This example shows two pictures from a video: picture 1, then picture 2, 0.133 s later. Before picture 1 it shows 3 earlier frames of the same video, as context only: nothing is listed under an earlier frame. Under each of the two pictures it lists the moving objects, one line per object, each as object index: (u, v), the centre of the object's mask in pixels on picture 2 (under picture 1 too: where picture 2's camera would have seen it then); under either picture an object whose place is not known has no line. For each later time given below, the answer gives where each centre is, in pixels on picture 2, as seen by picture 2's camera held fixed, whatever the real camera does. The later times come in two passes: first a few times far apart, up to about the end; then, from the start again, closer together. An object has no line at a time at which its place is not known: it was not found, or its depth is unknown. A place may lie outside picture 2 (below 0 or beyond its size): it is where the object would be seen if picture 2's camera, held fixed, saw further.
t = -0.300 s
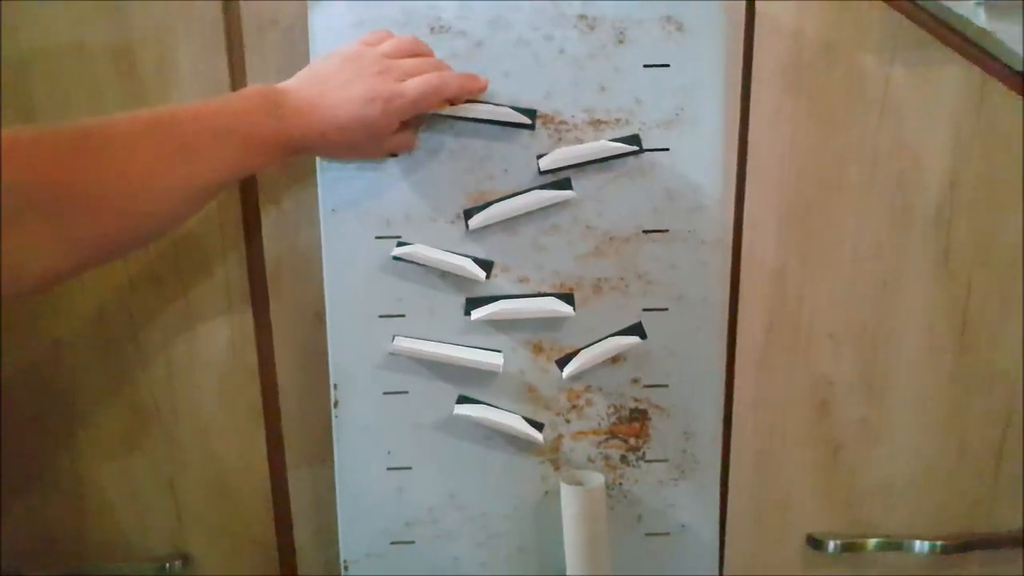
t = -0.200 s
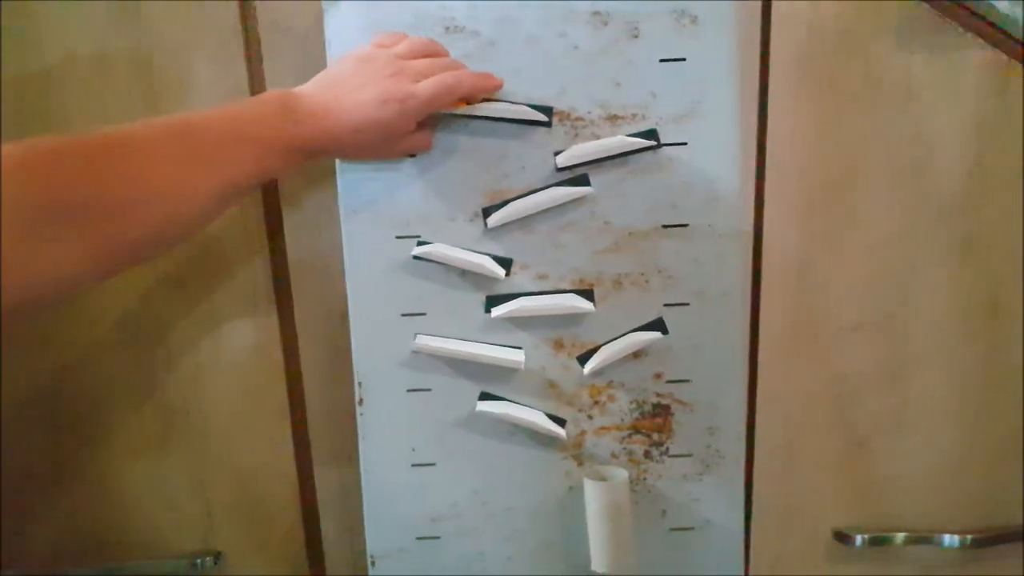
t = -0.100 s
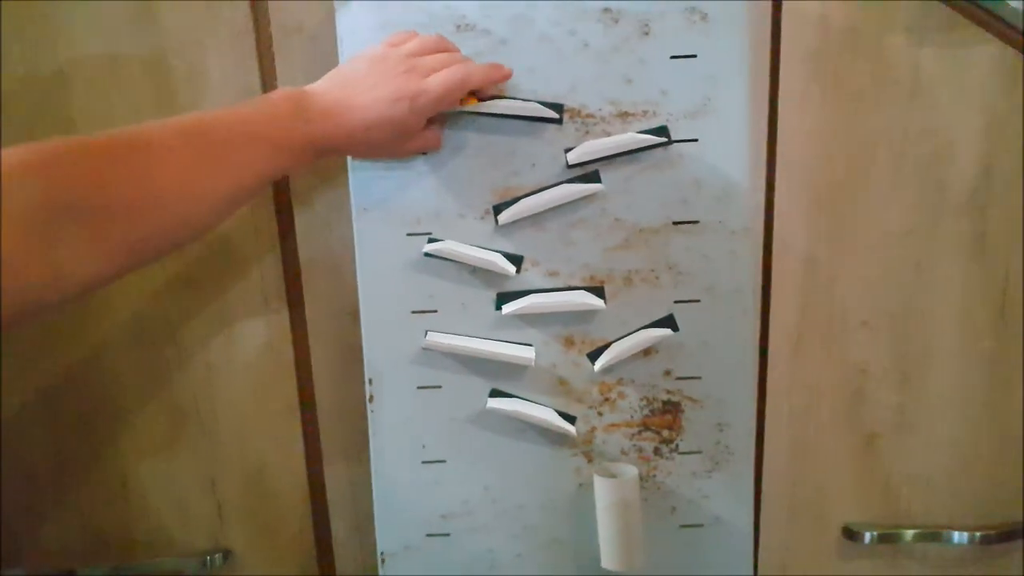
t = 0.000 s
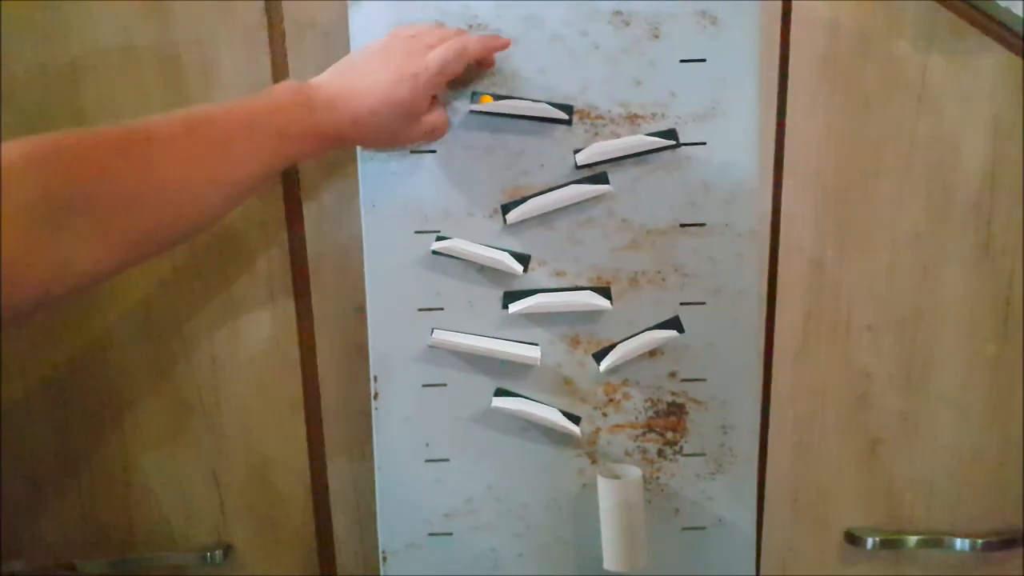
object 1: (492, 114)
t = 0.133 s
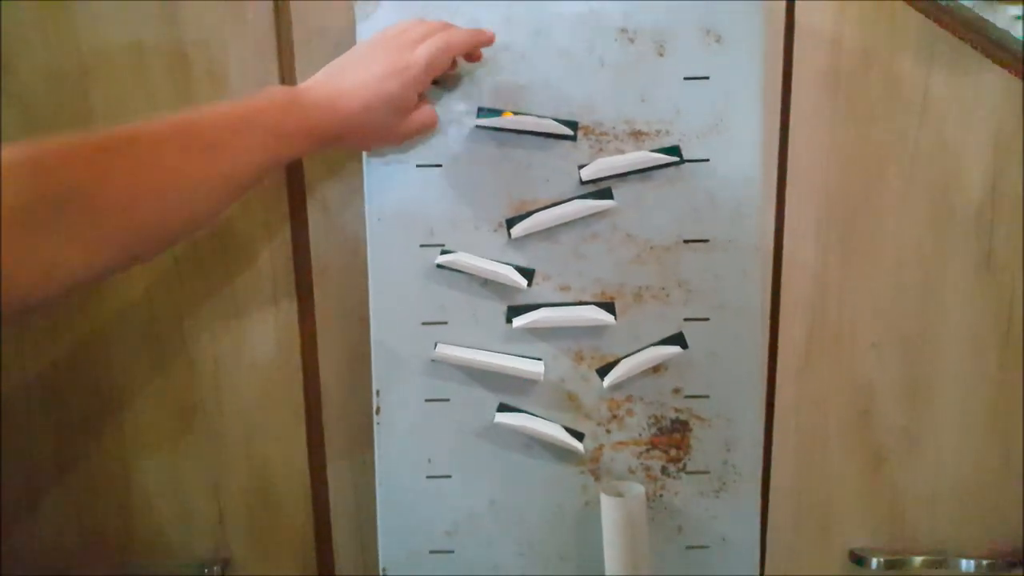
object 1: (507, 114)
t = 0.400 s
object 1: (567, 124)
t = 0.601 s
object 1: (576, 172)
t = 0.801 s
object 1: (502, 230)
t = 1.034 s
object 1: (450, 254)
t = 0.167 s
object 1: (513, 114)
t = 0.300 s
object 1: (540, 117)
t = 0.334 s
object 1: (548, 118)
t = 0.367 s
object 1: (558, 120)
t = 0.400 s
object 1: (567, 124)
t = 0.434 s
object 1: (575, 127)
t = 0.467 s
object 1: (585, 139)
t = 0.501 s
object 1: (593, 159)
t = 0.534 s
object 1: (589, 161)
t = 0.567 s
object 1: (583, 167)
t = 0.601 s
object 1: (576, 172)
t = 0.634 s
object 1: (567, 181)
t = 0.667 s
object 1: (558, 200)
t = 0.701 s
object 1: (545, 213)
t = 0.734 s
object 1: (532, 217)
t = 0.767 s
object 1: (518, 224)
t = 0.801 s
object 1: (502, 230)
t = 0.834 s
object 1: (484, 245)
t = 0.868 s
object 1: (471, 258)
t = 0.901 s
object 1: (463, 256)
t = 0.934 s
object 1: (455, 255)
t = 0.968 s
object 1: (451, 254)
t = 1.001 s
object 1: (450, 254)
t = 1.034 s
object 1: (450, 254)
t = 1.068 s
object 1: (453, 254)
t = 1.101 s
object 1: (458, 255)
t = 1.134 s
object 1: (465, 257)
